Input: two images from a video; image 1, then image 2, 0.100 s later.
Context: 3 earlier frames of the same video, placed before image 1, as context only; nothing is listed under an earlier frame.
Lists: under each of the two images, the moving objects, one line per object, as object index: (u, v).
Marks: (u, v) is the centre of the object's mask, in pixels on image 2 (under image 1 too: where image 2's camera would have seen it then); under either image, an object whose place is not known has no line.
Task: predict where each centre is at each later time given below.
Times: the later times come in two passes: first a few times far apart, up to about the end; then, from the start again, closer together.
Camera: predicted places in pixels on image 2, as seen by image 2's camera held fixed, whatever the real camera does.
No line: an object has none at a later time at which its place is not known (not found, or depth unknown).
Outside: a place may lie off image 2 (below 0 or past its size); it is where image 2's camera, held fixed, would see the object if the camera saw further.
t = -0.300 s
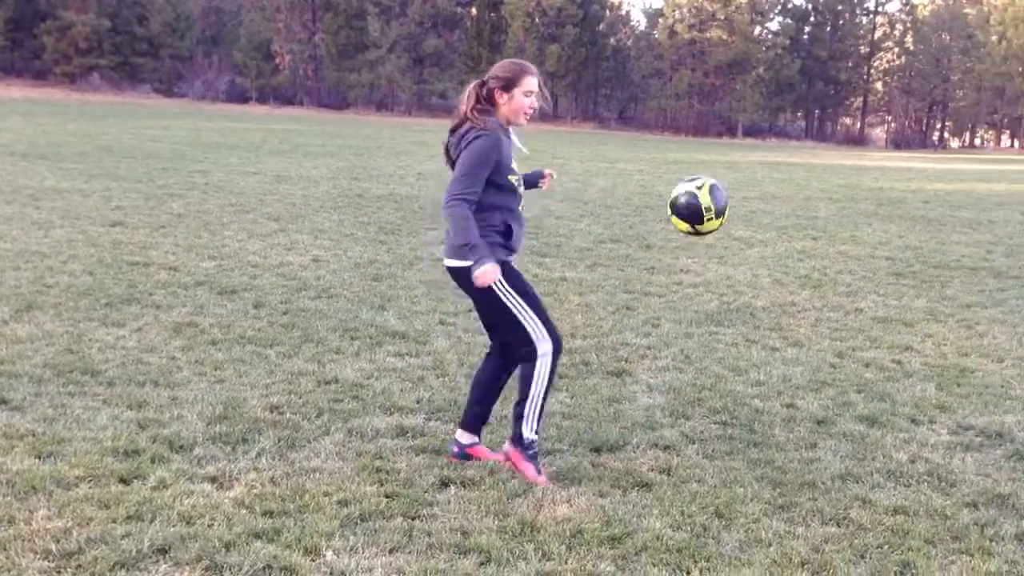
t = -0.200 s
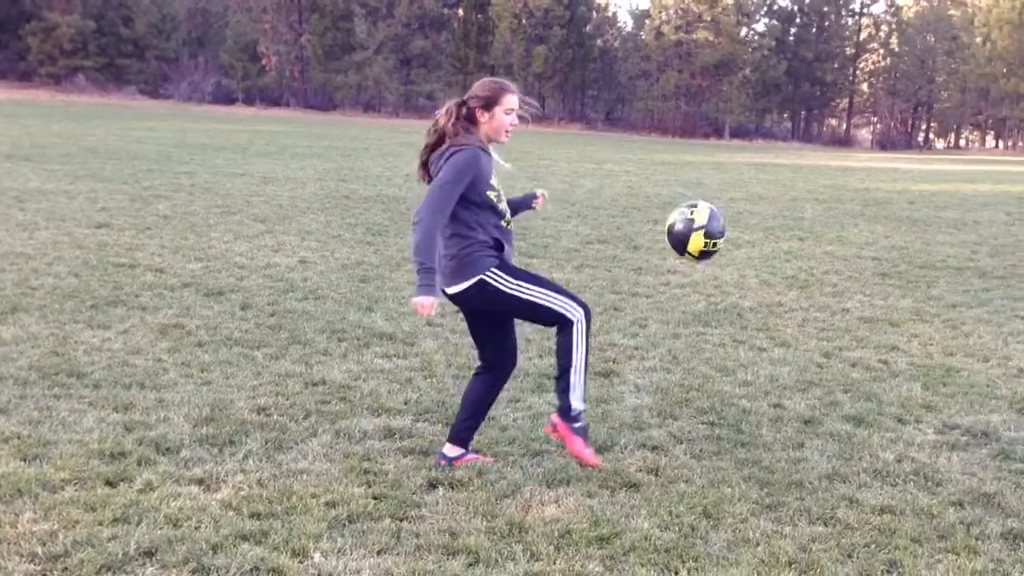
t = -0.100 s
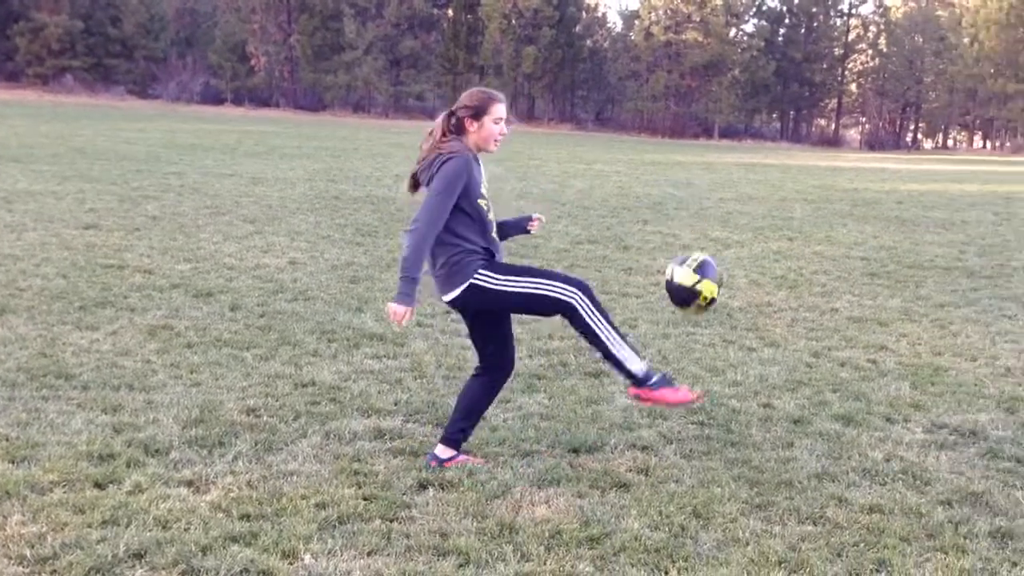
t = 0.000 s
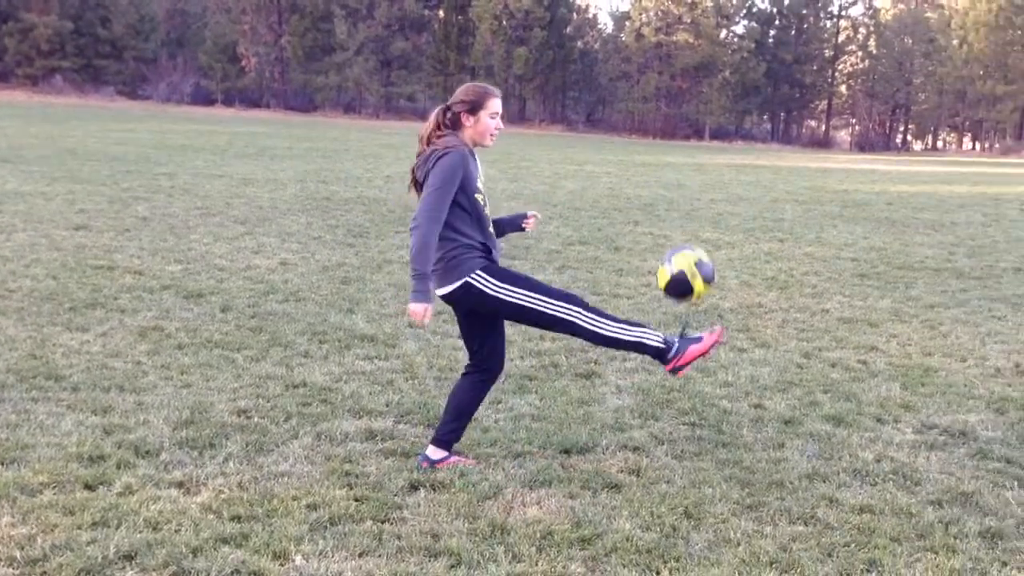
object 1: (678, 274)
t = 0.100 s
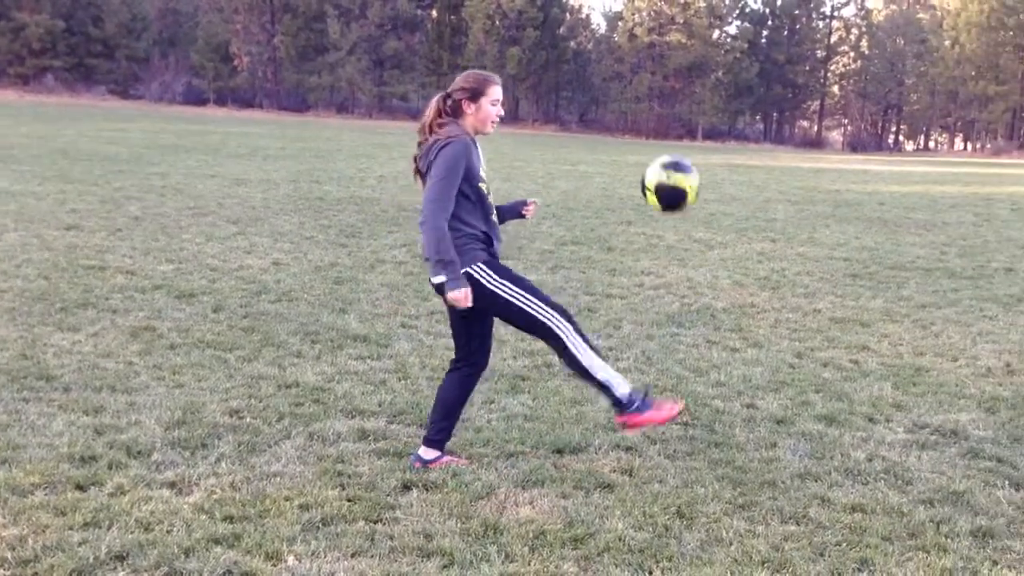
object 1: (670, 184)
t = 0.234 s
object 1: (657, 98)
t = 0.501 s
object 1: (620, 63)
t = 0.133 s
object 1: (667, 158)
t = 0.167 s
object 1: (663, 135)
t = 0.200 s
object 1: (660, 116)
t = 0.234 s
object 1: (657, 98)
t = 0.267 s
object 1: (653, 83)
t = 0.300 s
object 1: (650, 71)
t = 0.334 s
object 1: (646, 62)
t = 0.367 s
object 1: (640, 56)
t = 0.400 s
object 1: (635, 53)
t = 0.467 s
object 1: (624, 57)
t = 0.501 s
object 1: (620, 63)
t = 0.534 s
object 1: (614, 72)
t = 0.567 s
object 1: (609, 83)
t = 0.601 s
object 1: (604, 98)
